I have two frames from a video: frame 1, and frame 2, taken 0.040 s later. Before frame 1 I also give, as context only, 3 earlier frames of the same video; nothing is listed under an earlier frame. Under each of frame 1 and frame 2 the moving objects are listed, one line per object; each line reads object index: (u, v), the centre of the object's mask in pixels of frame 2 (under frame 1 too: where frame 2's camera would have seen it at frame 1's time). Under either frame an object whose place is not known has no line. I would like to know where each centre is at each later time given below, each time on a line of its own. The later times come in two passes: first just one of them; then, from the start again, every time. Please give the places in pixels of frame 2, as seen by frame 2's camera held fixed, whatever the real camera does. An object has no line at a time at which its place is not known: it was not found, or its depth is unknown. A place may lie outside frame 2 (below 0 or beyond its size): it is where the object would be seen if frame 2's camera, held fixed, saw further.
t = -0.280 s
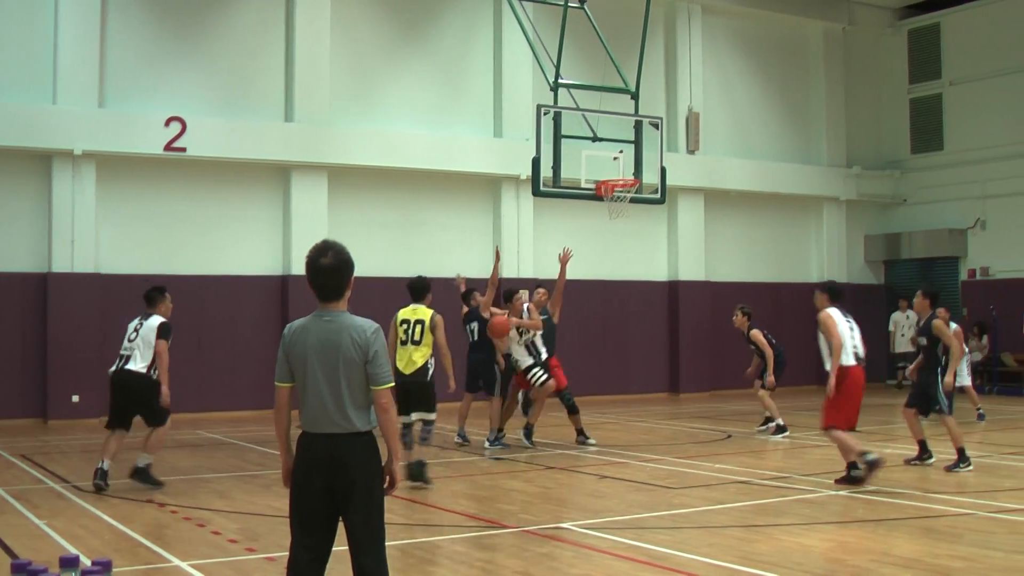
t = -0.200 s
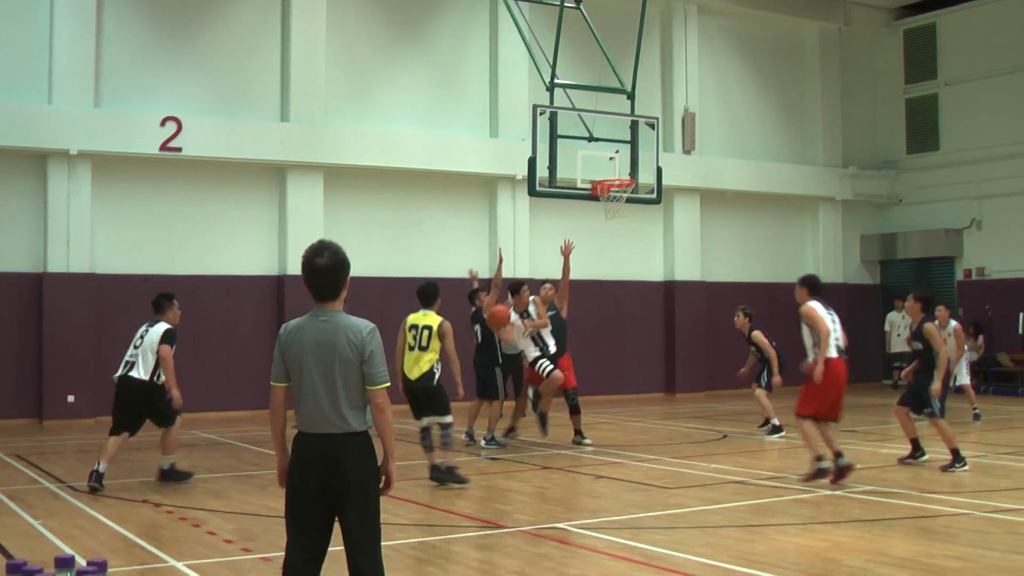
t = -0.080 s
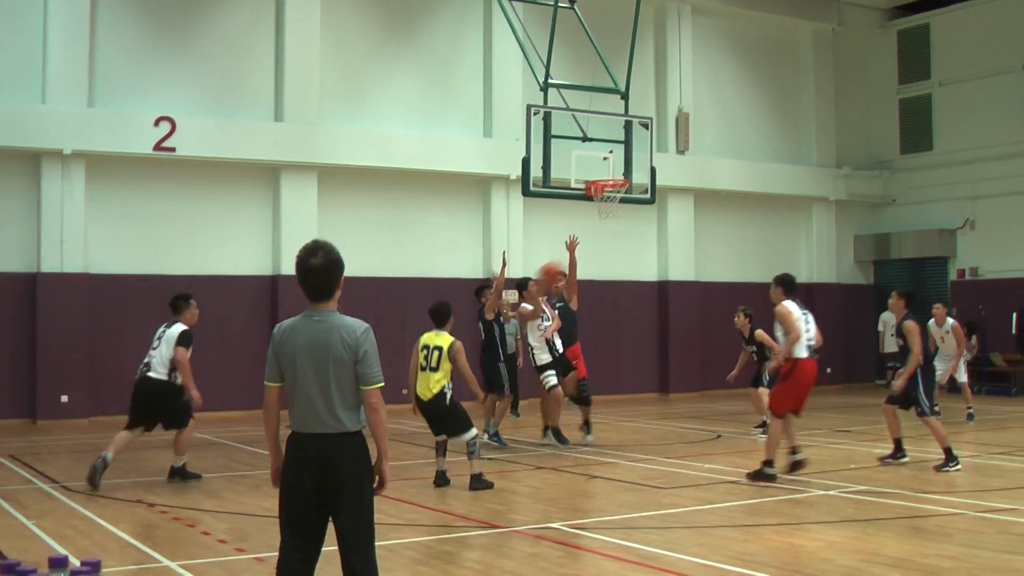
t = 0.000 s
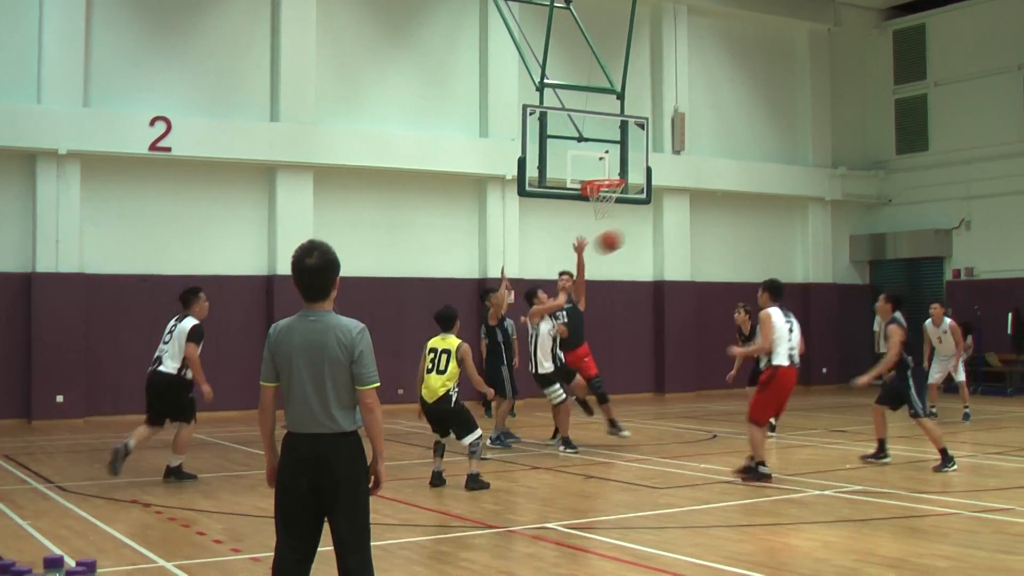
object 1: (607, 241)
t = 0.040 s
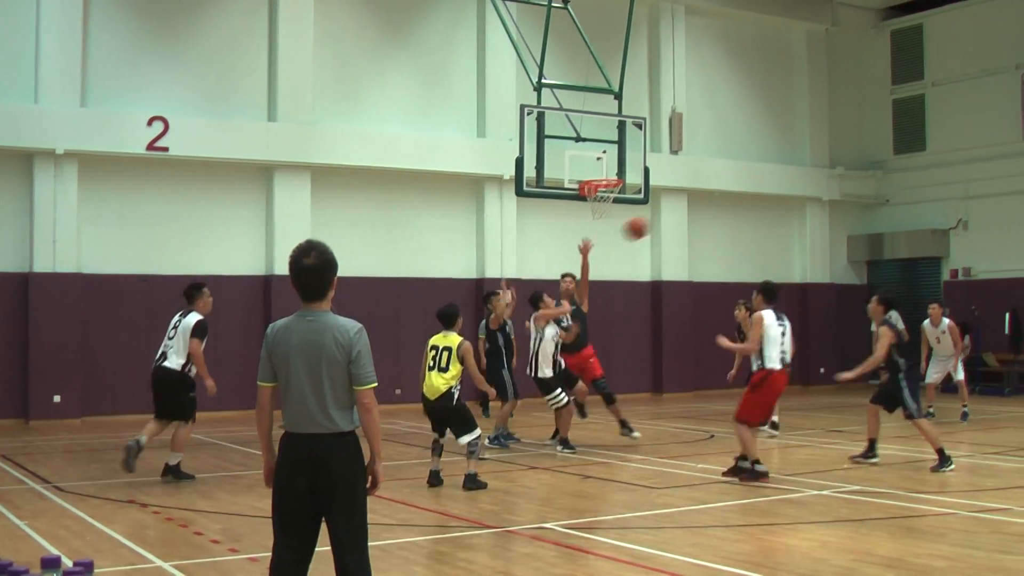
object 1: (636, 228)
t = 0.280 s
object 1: (795, 183)
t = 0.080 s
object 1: (664, 217)
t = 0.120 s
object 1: (691, 207)
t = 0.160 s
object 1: (720, 199)
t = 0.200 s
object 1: (746, 191)
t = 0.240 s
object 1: (770, 186)
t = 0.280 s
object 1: (795, 183)
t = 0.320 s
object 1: (819, 180)
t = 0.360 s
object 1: (842, 179)
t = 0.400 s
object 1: (866, 178)
